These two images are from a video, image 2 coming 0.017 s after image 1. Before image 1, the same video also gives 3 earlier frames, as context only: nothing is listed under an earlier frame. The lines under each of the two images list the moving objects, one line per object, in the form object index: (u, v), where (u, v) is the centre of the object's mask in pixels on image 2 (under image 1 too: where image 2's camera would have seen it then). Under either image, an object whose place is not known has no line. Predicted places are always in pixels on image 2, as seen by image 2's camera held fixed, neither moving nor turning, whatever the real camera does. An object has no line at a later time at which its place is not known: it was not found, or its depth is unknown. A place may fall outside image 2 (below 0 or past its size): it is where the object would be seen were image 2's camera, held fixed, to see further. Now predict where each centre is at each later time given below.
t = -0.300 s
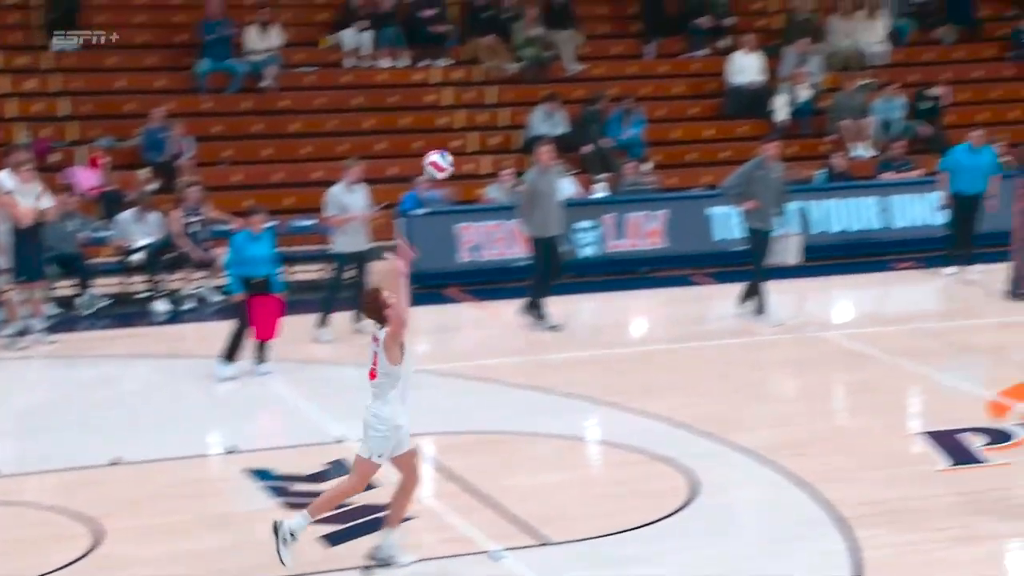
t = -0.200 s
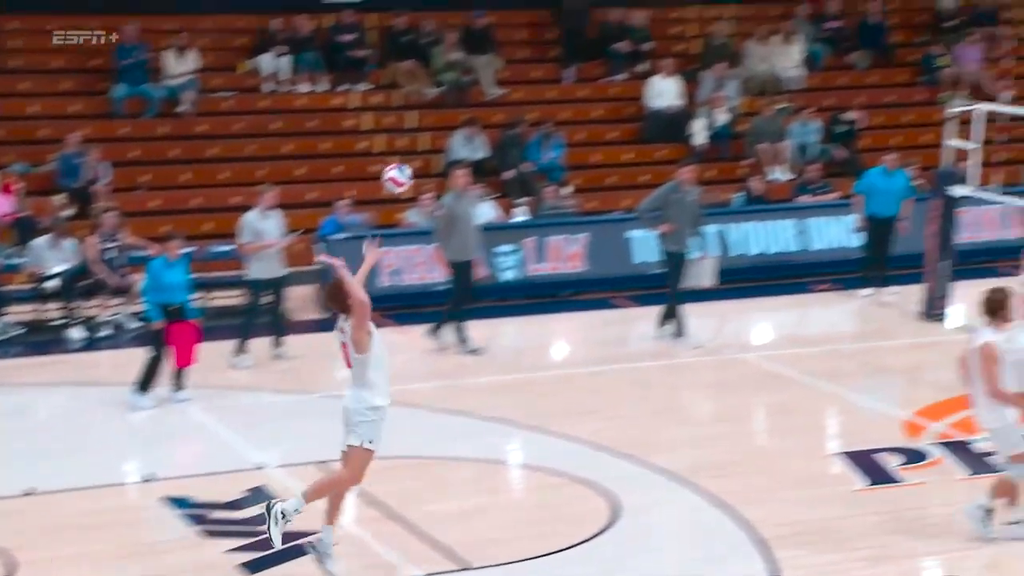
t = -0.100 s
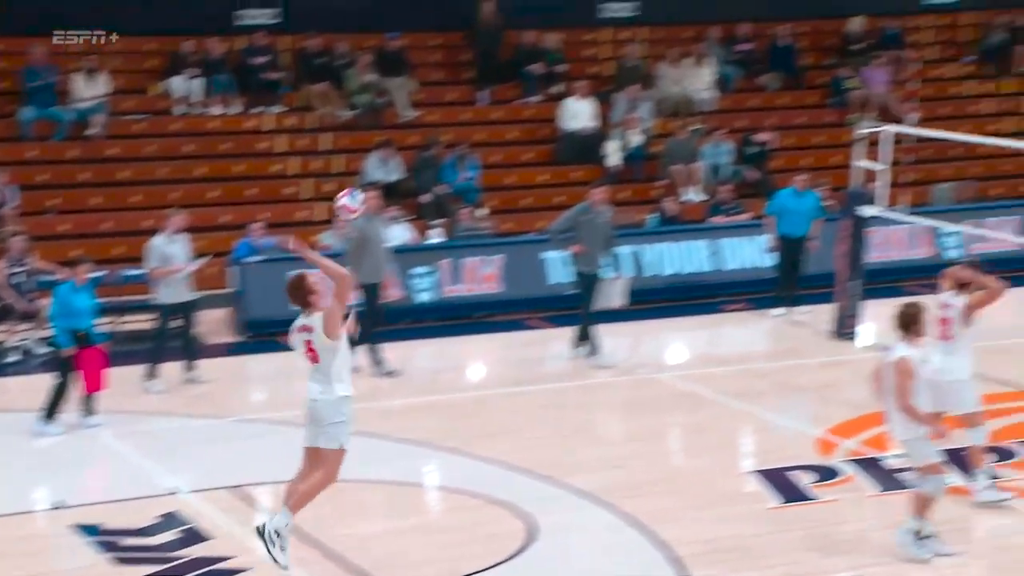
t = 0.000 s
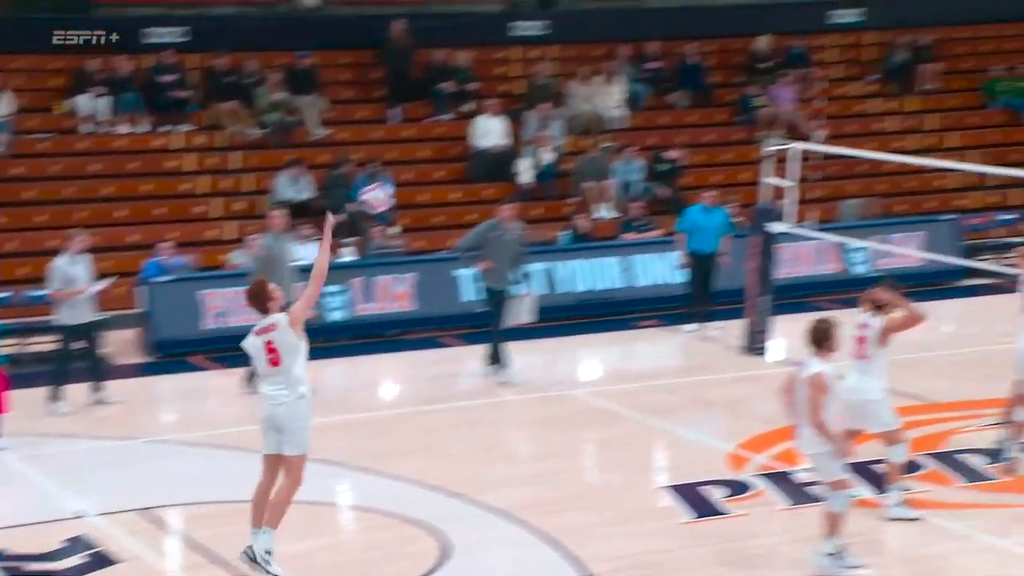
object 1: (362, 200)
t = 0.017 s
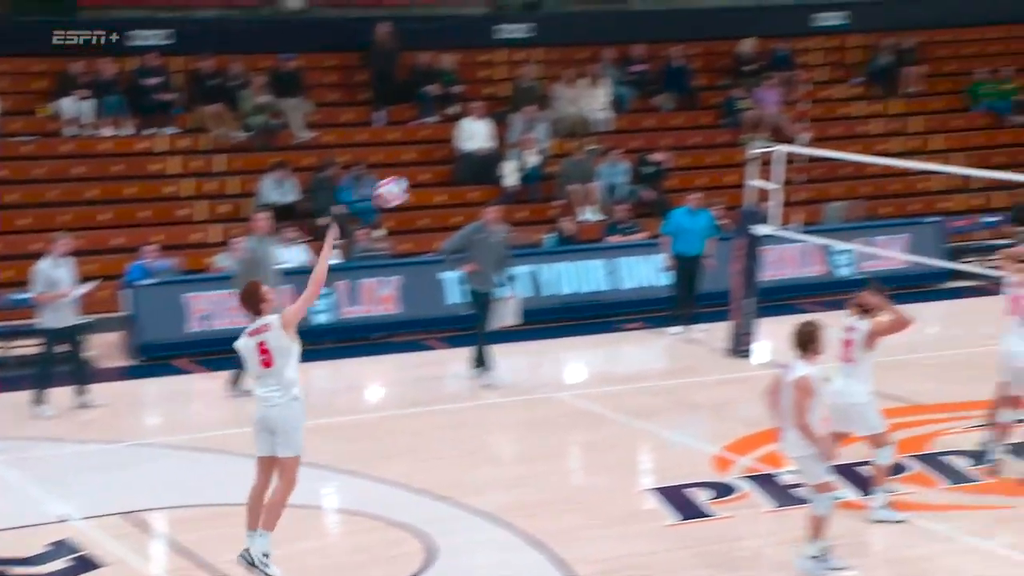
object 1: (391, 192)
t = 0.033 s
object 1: (423, 183)
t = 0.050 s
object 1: (452, 175)
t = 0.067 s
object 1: (476, 167)
